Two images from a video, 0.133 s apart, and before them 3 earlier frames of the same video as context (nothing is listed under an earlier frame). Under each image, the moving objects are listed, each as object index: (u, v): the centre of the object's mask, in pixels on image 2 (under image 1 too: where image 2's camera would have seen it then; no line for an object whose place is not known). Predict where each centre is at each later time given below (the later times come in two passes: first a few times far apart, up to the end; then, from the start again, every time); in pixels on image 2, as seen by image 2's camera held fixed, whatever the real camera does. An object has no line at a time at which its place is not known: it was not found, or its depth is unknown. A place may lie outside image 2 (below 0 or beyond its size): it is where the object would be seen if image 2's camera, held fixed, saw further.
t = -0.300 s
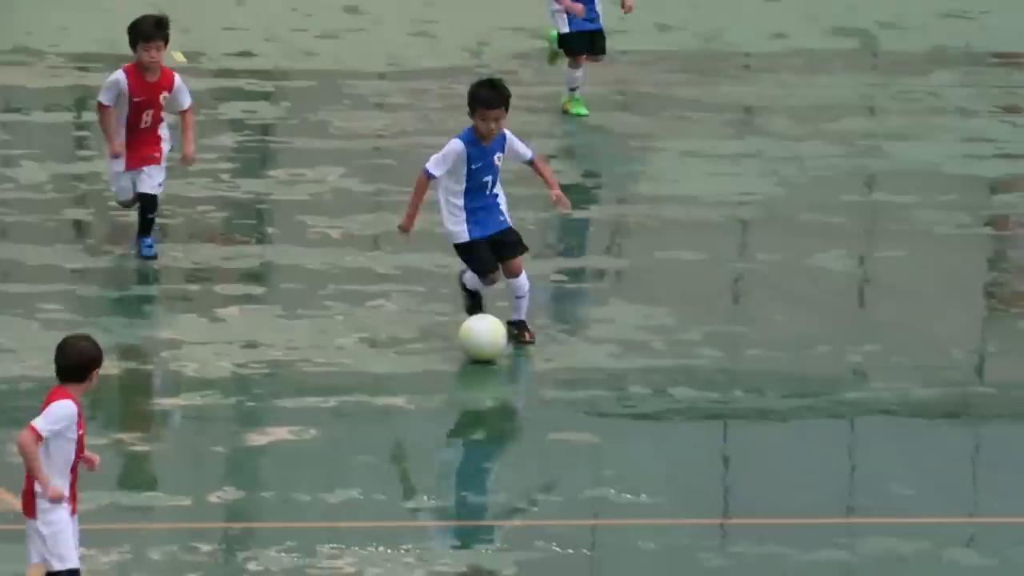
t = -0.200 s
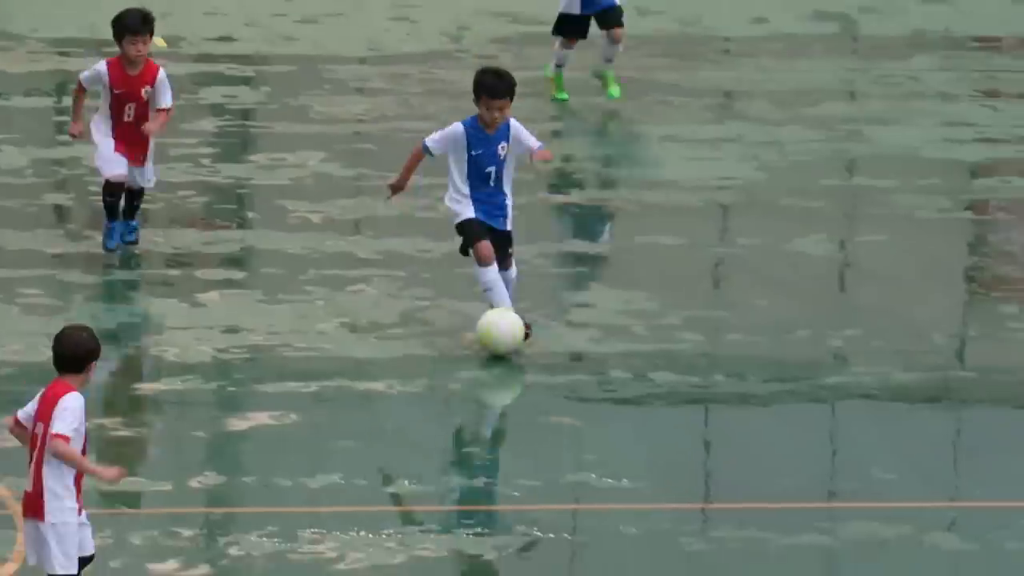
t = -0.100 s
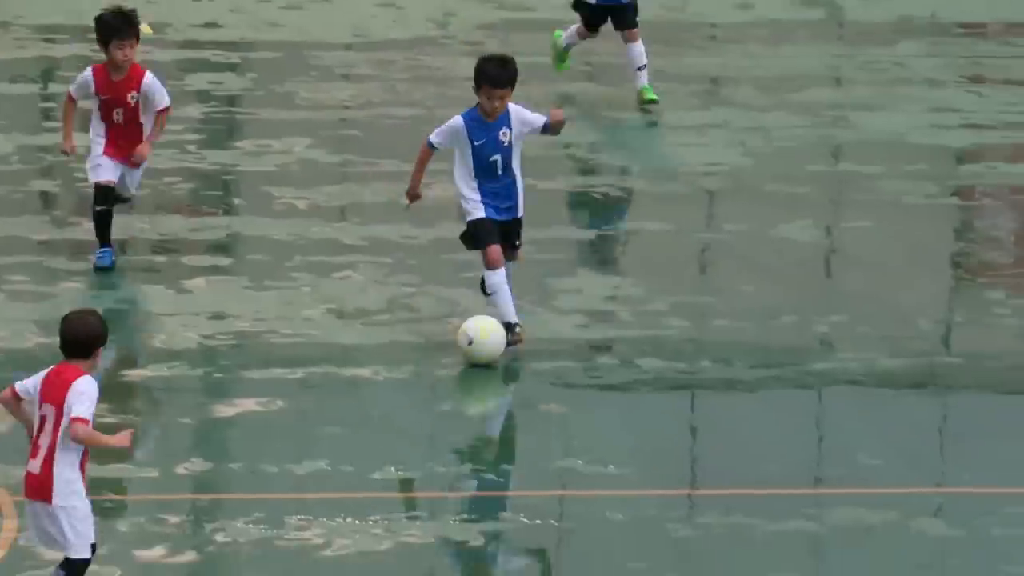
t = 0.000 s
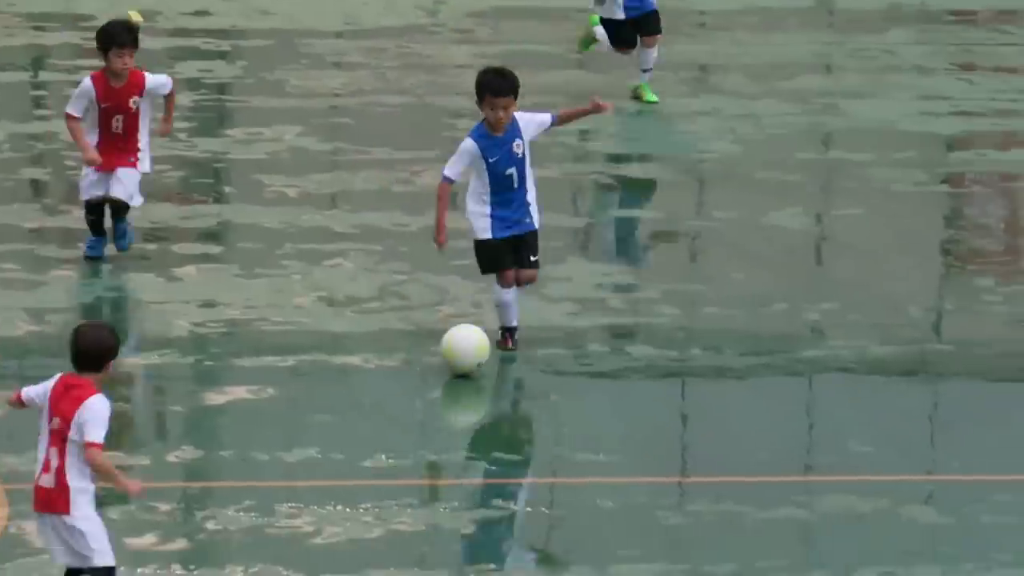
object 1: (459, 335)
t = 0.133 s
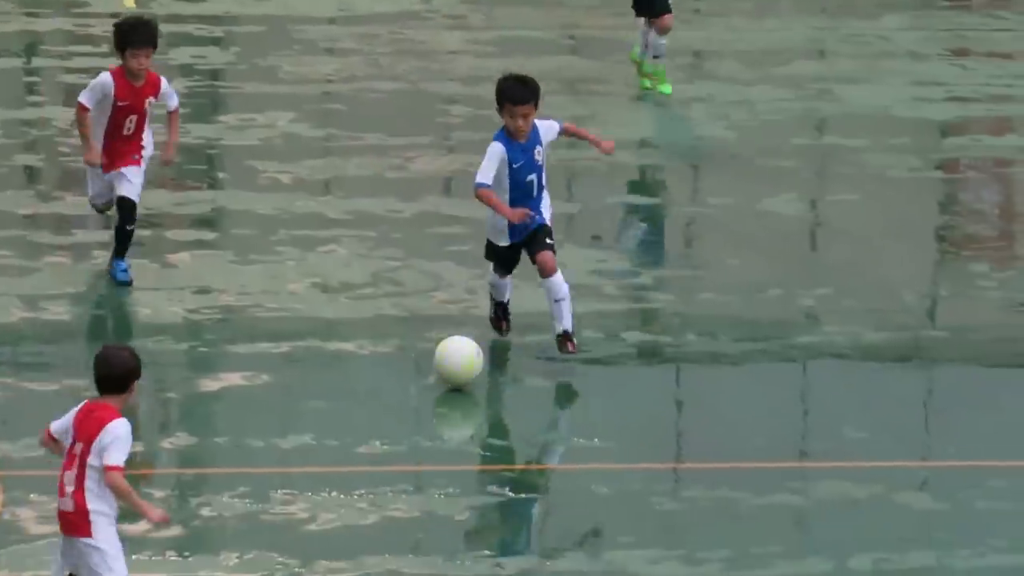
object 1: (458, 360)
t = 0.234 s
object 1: (460, 381)
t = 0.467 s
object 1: (464, 425)
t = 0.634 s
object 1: (468, 459)
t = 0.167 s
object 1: (458, 367)
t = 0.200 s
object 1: (459, 373)
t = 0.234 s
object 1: (460, 381)
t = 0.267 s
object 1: (461, 385)
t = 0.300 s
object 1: (461, 392)
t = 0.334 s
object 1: (461, 400)
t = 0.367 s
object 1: (462, 406)
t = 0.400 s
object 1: (463, 413)
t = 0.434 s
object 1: (463, 418)
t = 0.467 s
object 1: (464, 425)
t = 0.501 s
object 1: (464, 433)
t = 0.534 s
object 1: (465, 440)
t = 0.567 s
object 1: (466, 447)
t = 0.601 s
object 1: (466, 451)
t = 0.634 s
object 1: (468, 459)
